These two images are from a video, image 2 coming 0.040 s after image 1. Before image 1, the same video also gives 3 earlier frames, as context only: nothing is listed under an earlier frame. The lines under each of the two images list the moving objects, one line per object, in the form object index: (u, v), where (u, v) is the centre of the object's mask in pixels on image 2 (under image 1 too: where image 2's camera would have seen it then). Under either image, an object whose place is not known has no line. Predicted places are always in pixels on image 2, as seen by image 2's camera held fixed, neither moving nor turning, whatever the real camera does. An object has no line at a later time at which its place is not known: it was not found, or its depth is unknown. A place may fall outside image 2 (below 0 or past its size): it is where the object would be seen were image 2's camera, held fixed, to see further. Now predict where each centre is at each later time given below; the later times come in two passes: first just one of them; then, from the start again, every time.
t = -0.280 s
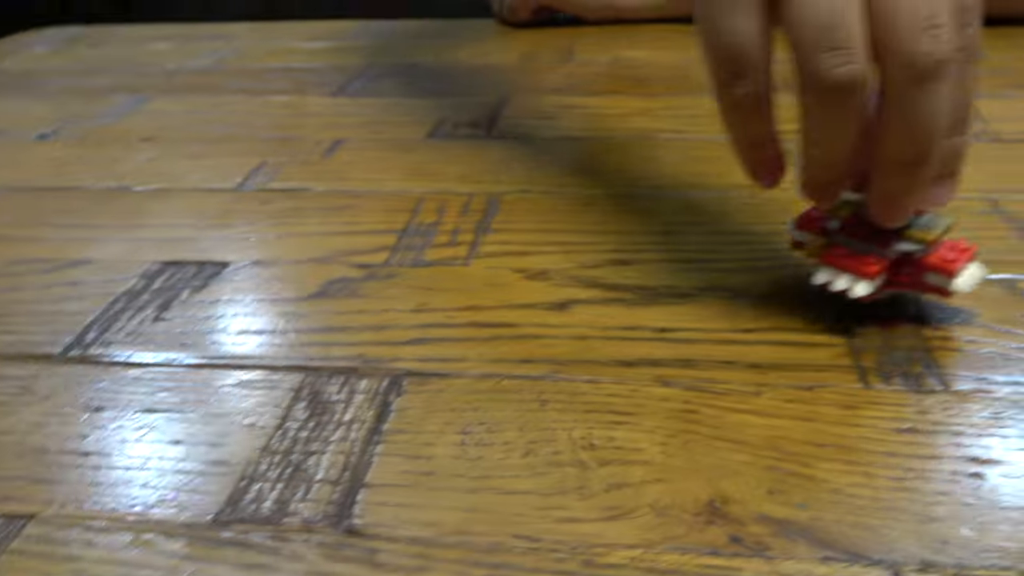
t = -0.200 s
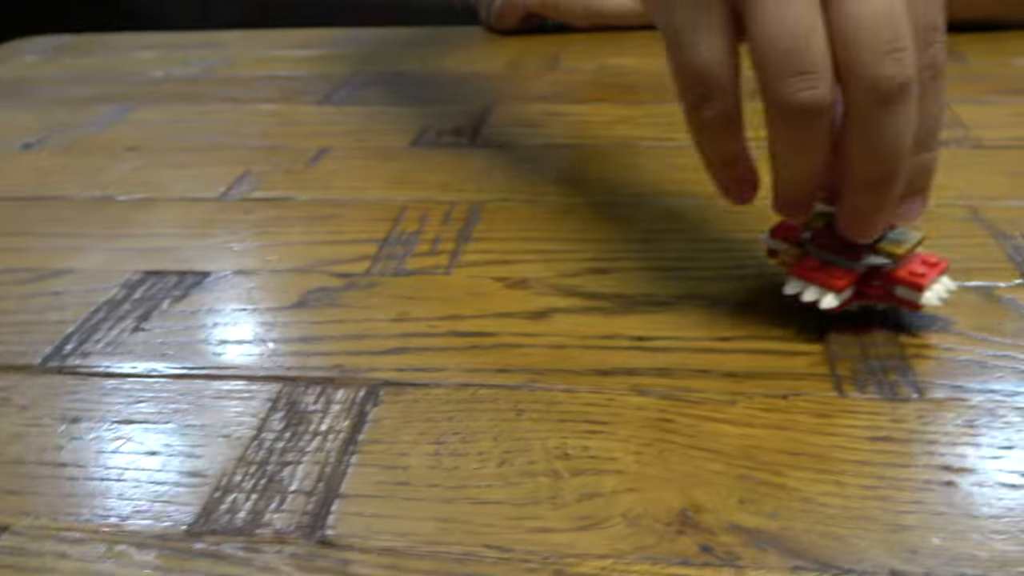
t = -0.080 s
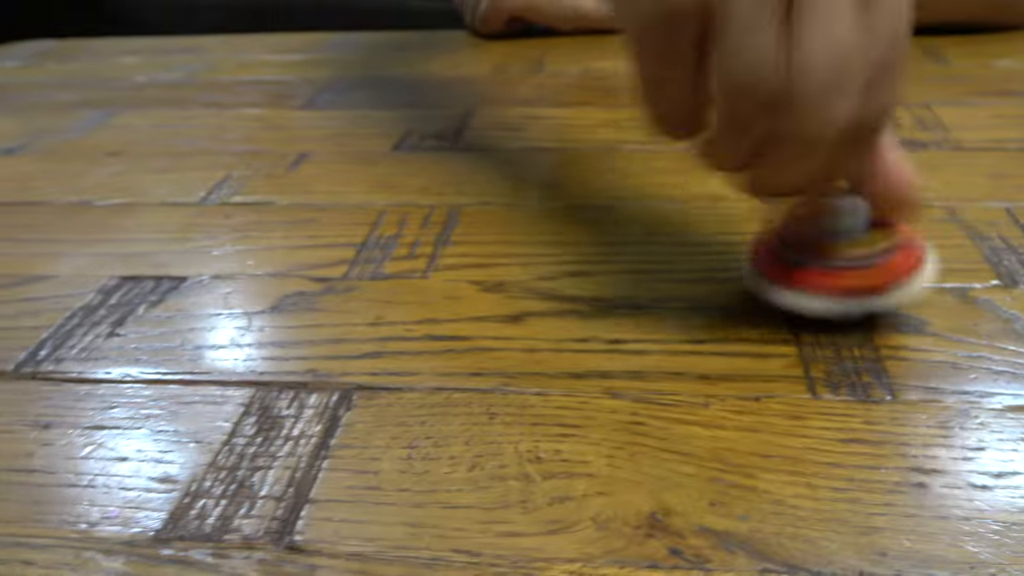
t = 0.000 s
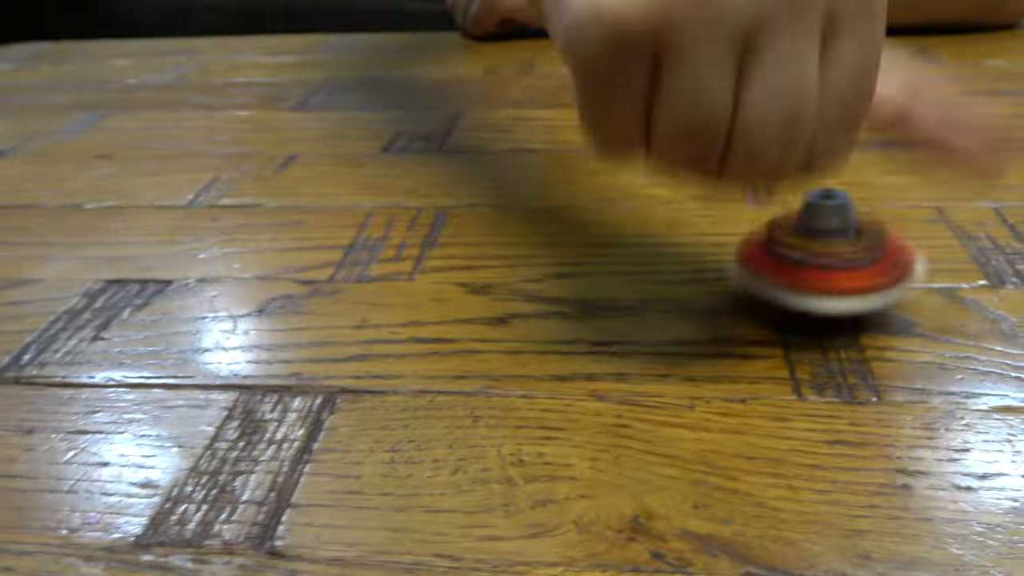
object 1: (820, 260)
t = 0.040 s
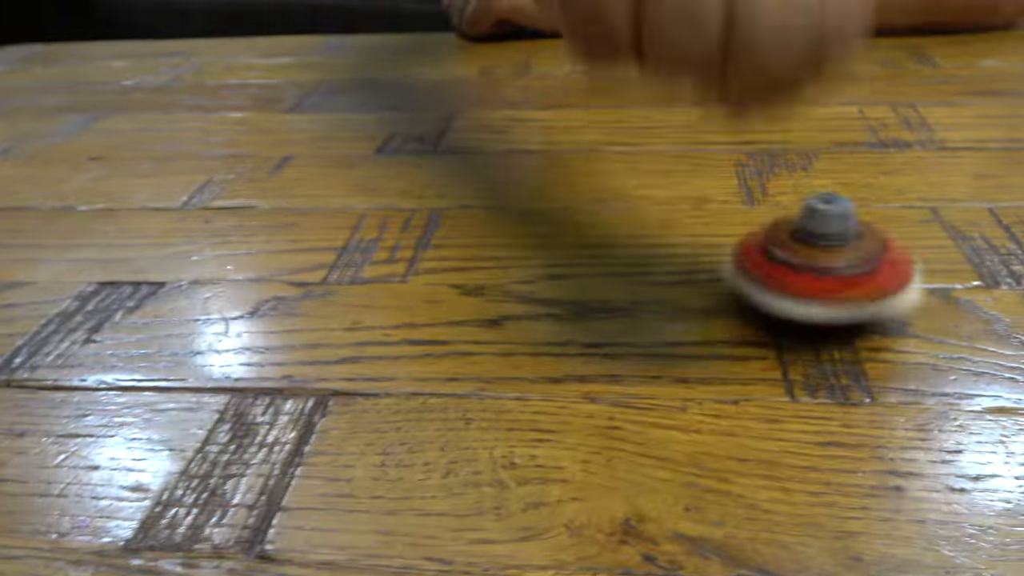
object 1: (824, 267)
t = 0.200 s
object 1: (857, 288)
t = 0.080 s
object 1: (832, 275)
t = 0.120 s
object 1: (842, 280)
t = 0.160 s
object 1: (850, 285)
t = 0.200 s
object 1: (857, 288)
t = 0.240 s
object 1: (863, 287)
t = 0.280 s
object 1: (864, 286)
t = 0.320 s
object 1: (865, 286)
